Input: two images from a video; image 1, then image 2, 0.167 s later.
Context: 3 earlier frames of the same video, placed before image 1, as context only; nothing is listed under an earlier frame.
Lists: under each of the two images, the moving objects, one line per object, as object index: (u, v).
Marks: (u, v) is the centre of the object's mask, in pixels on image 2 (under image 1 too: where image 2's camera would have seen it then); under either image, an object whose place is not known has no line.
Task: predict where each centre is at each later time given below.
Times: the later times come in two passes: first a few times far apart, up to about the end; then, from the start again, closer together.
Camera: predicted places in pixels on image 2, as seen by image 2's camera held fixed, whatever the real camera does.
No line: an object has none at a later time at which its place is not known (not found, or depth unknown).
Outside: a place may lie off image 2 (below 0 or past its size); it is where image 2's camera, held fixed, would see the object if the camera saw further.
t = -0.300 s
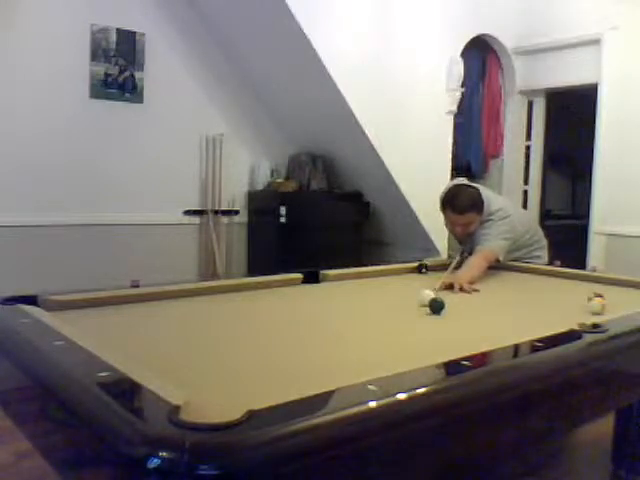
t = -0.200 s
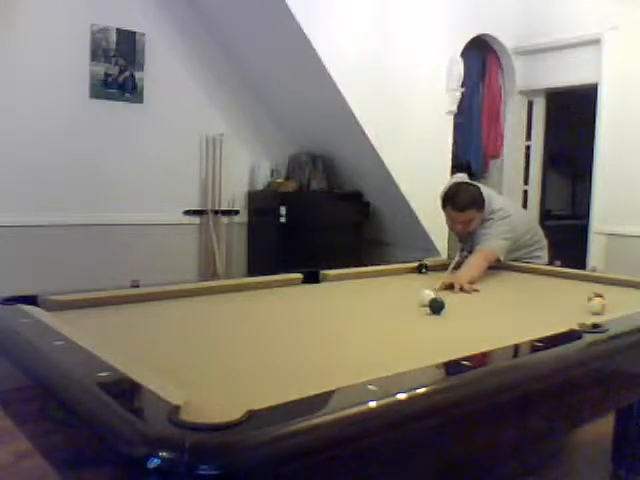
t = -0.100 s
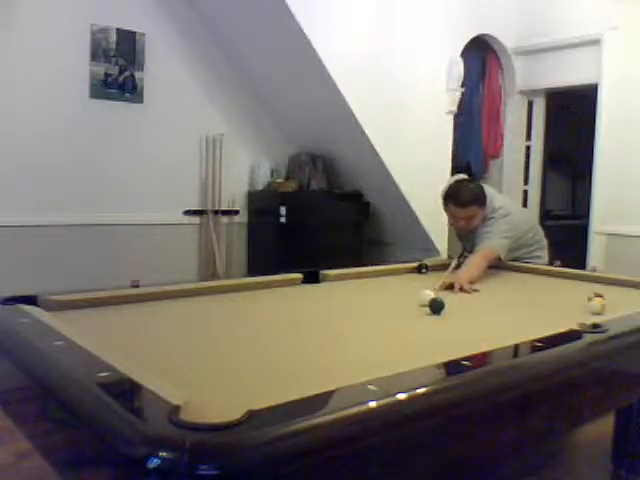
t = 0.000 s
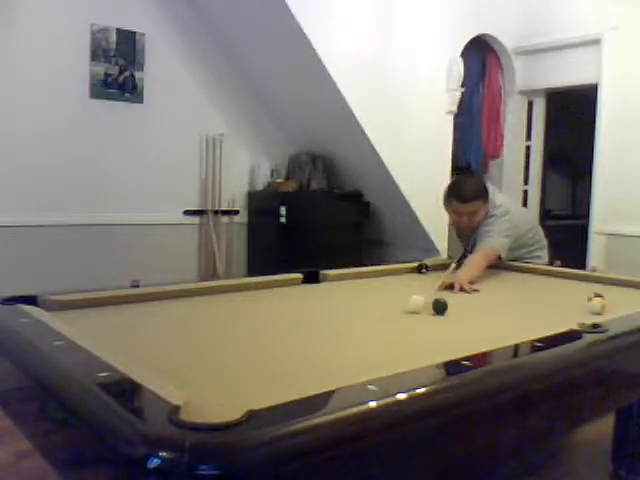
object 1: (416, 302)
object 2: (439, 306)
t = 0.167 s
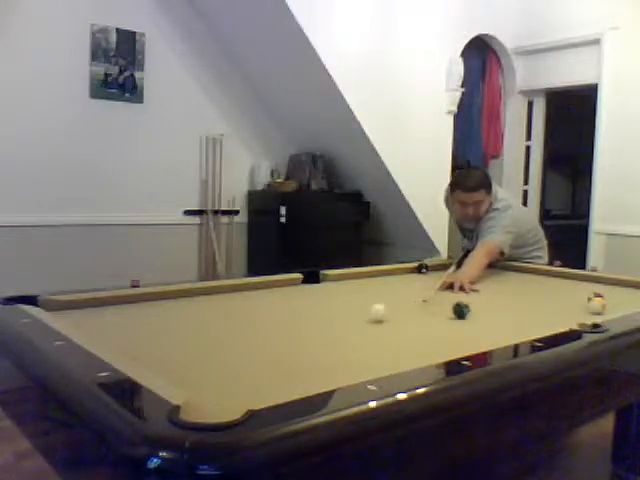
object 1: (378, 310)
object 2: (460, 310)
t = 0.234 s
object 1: (364, 312)
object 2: (468, 312)
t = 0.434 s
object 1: (315, 324)
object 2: (494, 317)
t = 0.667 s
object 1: (250, 340)
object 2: (523, 322)
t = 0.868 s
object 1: (177, 357)
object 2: (549, 323)
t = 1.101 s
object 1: (189, 360)
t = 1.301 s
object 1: (233, 355)
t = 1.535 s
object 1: (280, 351)
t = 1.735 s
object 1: (316, 347)
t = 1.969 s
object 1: (352, 343)
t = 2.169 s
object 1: (383, 339)
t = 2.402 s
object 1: (413, 337)
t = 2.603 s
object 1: (436, 334)
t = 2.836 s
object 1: (462, 331)
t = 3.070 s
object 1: (485, 329)
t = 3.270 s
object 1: (502, 327)
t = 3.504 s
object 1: (518, 325)
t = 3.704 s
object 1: (534, 322)
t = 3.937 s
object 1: (547, 319)
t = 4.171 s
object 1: (562, 318)
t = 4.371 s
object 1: (570, 316)
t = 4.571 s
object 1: (580, 314)
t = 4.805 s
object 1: (583, 314)
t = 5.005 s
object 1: (585, 313)
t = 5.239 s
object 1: (587, 313)
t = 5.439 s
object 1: (589, 313)
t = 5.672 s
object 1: (591, 312)
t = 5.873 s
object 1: (591, 312)
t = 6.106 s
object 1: (591, 312)
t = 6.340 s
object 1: (591, 312)
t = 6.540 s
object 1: (592, 313)
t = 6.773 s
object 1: (592, 313)
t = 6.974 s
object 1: (592, 312)
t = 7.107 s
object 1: (592, 313)
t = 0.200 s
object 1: (371, 311)
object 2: (464, 311)
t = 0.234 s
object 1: (364, 312)
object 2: (468, 312)
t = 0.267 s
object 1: (358, 314)
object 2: (473, 313)
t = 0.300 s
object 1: (350, 316)
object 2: (477, 314)
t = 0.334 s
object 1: (342, 318)
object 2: (481, 314)
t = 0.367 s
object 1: (334, 320)
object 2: (485, 315)
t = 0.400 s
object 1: (326, 322)
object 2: (490, 316)
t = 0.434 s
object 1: (315, 324)
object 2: (494, 317)
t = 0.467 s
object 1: (307, 326)
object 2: (498, 318)
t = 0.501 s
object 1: (298, 329)
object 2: (502, 319)
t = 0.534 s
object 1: (289, 330)
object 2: (506, 319)
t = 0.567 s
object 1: (280, 333)
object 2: (510, 320)
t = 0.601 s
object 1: (270, 335)
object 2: (515, 320)
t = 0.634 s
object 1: (260, 337)
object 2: (519, 321)
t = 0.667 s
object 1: (250, 340)
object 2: (523, 322)
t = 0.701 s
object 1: (239, 342)
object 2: (528, 322)
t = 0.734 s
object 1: (227, 345)
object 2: (532, 323)
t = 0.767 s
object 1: (216, 347)
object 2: (536, 323)
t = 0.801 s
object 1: (204, 350)
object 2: (540, 323)
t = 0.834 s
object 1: (193, 353)
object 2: (544, 323)
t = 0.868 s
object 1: (177, 357)
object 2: (549, 323)
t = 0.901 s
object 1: (166, 360)
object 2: (553, 324)
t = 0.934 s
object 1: (155, 360)
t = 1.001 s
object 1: (164, 362)
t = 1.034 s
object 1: (173, 361)
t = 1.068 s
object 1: (179, 360)
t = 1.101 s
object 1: (189, 360)
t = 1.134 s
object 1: (197, 359)
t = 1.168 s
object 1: (205, 358)
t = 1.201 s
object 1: (212, 357)
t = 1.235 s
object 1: (219, 357)
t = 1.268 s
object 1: (227, 356)
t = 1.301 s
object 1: (233, 355)
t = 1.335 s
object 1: (240, 355)
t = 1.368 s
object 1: (247, 354)
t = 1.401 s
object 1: (254, 353)
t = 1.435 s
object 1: (259, 352)
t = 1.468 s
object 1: (264, 352)
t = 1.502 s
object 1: (274, 351)
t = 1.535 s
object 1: (280, 351)
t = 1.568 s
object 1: (287, 350)
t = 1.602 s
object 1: (292, 349)
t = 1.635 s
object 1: (299, 348)
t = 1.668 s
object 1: (304, 348)
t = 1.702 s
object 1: (311, 347)
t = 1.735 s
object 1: (316, 347)
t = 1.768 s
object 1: (321, 346)
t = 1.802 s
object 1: (326, 345)
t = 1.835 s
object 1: (331, 345)
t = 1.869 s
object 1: (337, 344)
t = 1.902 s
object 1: (341, 343)
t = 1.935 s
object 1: (346, 343)
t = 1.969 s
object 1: (352, 343)
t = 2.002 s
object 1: (357, 342)
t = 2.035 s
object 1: (363, 342)
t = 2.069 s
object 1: (368, 341)
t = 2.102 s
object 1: (373, 340)
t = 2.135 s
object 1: (376, 340)
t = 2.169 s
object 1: (383, 339)
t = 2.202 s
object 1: (387, 339)
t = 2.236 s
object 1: (391, 338)
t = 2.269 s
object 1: (395, 338)
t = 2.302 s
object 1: (399, 338)
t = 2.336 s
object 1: (404, 337)
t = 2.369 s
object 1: (408, 337)
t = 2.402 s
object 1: (413, 337)
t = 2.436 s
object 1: (417, 336)
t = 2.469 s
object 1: (420, 336)
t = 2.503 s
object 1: (423, 335)
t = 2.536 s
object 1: (429, 335)
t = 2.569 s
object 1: (433, 334)
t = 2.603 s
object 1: (436, 334)
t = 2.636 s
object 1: (440, 333)
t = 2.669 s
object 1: (444, 333)
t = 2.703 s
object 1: (446, 333)
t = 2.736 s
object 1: (451, 332)
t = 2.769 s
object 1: (455, 332)
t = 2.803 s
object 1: (458, 331)
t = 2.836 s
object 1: (462, 331)
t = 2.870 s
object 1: (465, 331)
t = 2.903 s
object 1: (468, 331)
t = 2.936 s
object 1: (471, 331)
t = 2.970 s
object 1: (475, 330)
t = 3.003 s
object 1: (478, 330)
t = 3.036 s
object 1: (481, 330)
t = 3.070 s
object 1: (485, 329)
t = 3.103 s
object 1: (488, 329)
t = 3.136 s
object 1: (490, 329)
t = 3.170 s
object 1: (493, 329)
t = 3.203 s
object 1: (496, 328)
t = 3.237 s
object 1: (499, 327)
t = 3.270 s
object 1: (502, 327)
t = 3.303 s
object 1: (504, 327)
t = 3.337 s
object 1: (507, 326)
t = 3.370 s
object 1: (508, 326)
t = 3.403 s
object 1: (511, 326)
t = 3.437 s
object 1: (513, 326)
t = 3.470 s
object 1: (515, 325)
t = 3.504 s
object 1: (518, 325)
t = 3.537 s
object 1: (522, 325)
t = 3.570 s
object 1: (525, 324)
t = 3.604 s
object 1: (526, 324)
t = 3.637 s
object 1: (529, 324)
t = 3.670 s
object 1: (532, 322)
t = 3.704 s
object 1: (534, 322)
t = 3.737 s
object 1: (536, 321)
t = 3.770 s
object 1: (539, 320)
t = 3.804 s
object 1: (540, 320)
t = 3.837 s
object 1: (542, 320)
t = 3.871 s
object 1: (544, 320)
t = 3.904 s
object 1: (545, 320)
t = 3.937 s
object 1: (547, 319)
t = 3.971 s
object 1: (547, 320)
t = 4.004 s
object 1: (549, 319)
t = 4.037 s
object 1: (550, 319)
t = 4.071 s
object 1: (556, 318)
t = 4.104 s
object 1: (556, 318)
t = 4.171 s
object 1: (562, 318)
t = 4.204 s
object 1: (563, 318)
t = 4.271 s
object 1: (567, 317)
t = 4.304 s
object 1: (567, 317)
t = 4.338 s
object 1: (568, 316)
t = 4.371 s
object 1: (570, 316)
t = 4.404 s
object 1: (572, 317)
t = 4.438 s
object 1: (573, 317)
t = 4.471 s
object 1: (574, 316)
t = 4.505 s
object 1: (575, 315)
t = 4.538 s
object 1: (576, 315)
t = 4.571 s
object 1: (580, 314)
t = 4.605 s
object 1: (581, 314)
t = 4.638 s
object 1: (582, 314)
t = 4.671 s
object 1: (582, 314)
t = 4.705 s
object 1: (582, 314)
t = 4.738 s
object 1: (583, 314)
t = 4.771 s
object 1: (583, 314)
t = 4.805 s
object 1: (583, 314)
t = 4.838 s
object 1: (584, 314)
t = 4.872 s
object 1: (584, 314)
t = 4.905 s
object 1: (584, 314)
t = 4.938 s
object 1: (585, 314)
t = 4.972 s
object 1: (585, 313)
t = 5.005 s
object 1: (585, 313)
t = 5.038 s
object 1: (585, 314)
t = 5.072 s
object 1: (586, 313)
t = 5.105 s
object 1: (586, 313)
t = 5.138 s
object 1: (586, 313)
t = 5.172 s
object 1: (586, 313)
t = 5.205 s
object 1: (587, 313)
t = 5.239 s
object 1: (587, 313)
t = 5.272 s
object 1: (588, 313)
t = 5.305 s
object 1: (588, 313)
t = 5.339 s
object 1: (589, 313)
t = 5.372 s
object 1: (589, 313)
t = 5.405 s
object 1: (589, 313)
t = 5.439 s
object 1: (589, 313)
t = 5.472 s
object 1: (590, 313)
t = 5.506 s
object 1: (590, 313)
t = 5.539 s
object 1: (590, 312)
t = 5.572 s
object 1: (590, 313)
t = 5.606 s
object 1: (590, 312)
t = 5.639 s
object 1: (590, 312)
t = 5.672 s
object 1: (591, 312)
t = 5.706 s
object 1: (591, 312)
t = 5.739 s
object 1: (591, 312)
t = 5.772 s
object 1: (591, 312)
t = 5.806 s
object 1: (591, 312)
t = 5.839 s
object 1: (591, 312)
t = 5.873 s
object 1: (591, 312)
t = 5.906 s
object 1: (591, 312)
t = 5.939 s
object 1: (591, 312)
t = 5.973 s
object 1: (591, 312)
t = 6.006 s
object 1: (591, 312)
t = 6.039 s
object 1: (591, 312)
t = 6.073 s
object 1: (591, 312)
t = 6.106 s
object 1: (591, 312)
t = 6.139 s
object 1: (591, 312)
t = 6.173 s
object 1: (591, 312)
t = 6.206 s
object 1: (591, 312)
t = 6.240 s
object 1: (591, 313)
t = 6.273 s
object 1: (591, 312)
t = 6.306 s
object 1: (591, 312)
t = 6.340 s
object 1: (591, 312)
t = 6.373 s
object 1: (591, 313)
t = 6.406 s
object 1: (591, 312)
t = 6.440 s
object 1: (591, 313)
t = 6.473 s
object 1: (591, 313)
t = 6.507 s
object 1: (592, 313)
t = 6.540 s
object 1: (592, 313)
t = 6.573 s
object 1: (592, 313)
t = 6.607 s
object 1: (592, 313)
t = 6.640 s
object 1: (592, 313)
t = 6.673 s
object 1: (592, 313)
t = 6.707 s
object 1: (592, 313)
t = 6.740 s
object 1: (592, 313)
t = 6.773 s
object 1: (592, 313)
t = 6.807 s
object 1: (592, 313)
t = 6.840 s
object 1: (592, 313)
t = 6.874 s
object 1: (592, 313)
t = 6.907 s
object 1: (592, 312)
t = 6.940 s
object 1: (592, 313)
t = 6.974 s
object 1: (592, 312)
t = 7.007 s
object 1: (592, 313)
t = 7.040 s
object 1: (592, 313)
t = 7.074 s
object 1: (592, 313)
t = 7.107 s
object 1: (592, 313)
